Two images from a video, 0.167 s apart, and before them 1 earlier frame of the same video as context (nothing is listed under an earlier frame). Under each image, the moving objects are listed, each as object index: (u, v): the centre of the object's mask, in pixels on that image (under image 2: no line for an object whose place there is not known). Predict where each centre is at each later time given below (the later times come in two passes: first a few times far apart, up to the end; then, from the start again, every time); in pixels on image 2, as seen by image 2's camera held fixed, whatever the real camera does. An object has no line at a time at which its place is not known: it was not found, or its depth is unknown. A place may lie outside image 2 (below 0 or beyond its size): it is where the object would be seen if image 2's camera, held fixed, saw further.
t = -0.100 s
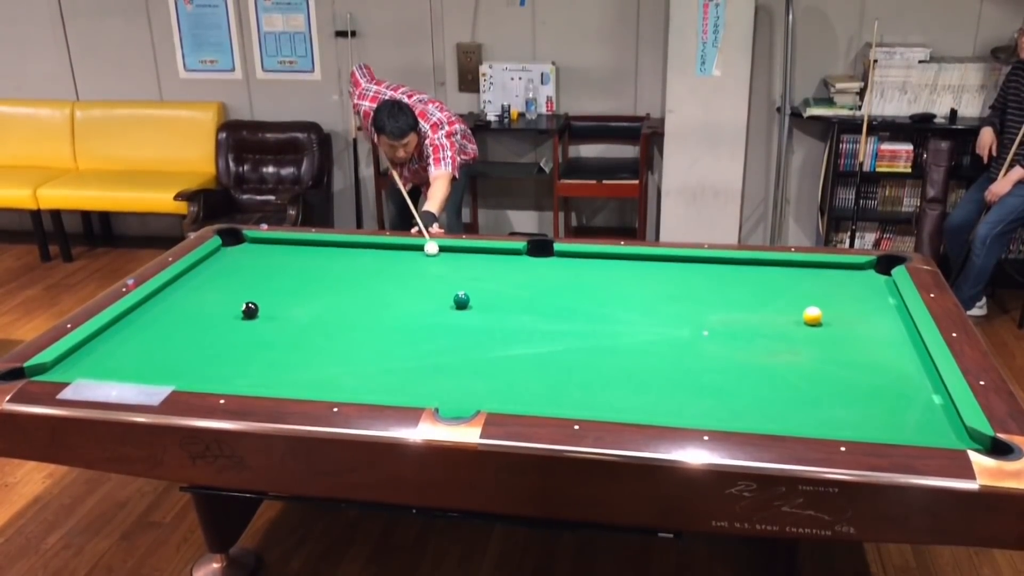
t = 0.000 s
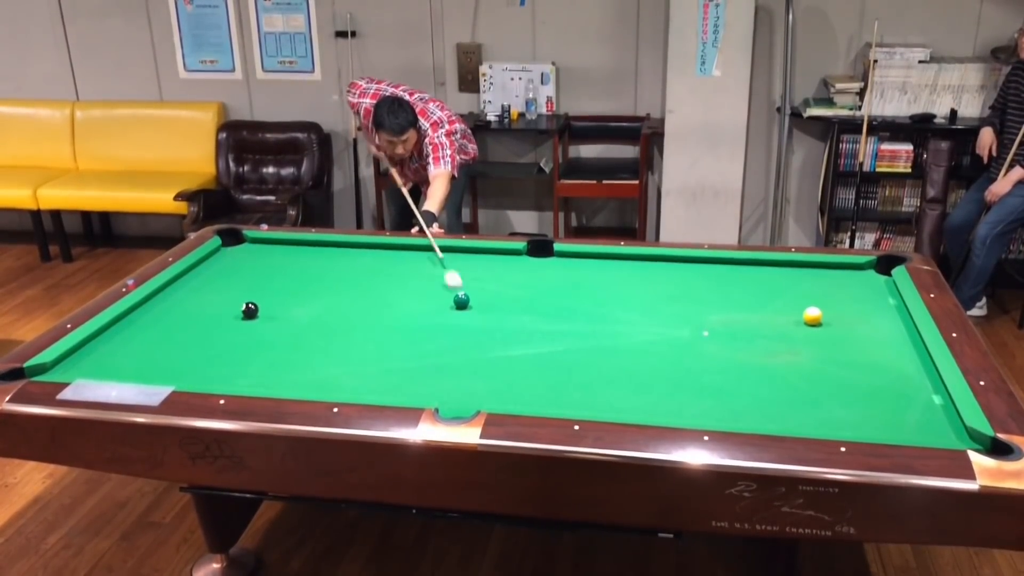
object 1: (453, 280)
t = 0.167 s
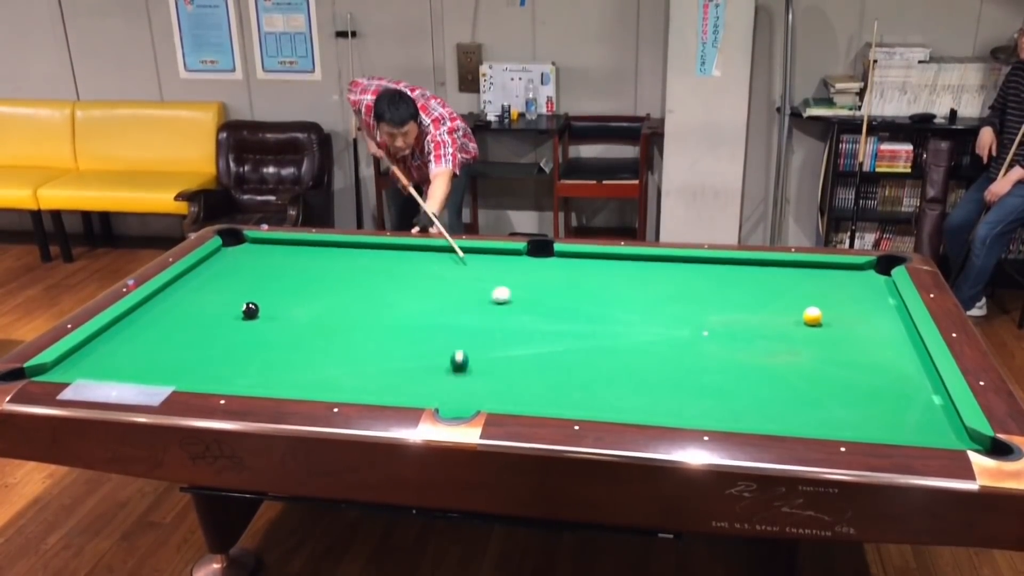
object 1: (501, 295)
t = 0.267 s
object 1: (530, 298)
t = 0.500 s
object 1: (605, 321)
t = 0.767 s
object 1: (705, 355)
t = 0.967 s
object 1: (793, 385)
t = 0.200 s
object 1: (510, 296)
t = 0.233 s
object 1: (520, 297)
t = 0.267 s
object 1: (530, 298)
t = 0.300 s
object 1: (540, 300)
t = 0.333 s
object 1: (550, 303)
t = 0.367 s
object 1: (561, 306)
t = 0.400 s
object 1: (571, 309)
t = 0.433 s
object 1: (582, 313)
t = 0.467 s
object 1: (593, 317)
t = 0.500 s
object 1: (605, 321)
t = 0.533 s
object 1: (616, 325)
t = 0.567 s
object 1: (628, 329)
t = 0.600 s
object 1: (640, 333)
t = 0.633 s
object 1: (653, 337)
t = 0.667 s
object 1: (665, 342)
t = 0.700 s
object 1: (679, 346)
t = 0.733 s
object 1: (692, 351)
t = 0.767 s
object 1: (705, 355)
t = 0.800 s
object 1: (719, 360)
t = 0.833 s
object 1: (733, 365)
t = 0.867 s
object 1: (747, 370)
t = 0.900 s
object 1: (762, 375)
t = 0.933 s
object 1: (777, 380)
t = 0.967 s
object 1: (793, 385)
